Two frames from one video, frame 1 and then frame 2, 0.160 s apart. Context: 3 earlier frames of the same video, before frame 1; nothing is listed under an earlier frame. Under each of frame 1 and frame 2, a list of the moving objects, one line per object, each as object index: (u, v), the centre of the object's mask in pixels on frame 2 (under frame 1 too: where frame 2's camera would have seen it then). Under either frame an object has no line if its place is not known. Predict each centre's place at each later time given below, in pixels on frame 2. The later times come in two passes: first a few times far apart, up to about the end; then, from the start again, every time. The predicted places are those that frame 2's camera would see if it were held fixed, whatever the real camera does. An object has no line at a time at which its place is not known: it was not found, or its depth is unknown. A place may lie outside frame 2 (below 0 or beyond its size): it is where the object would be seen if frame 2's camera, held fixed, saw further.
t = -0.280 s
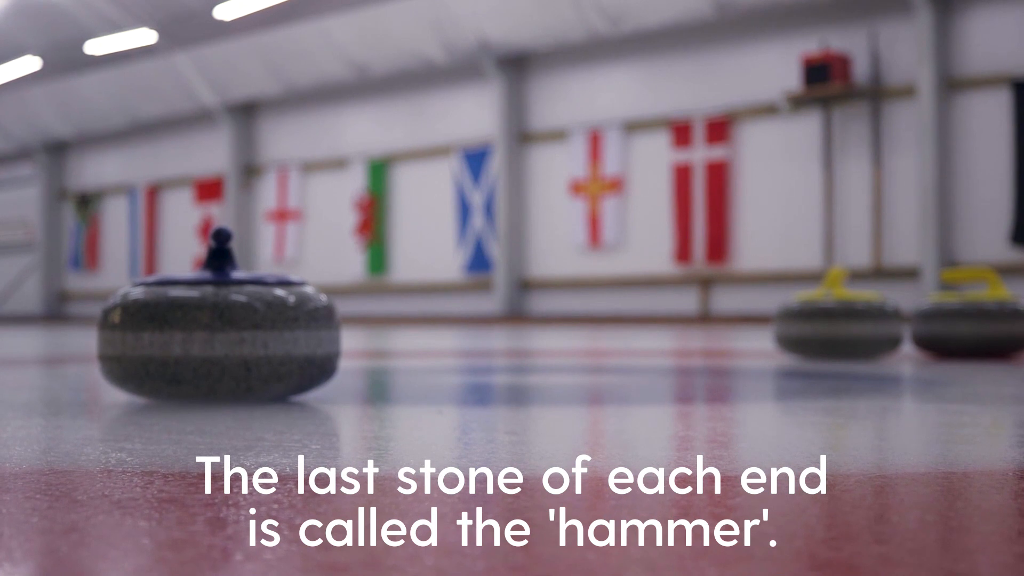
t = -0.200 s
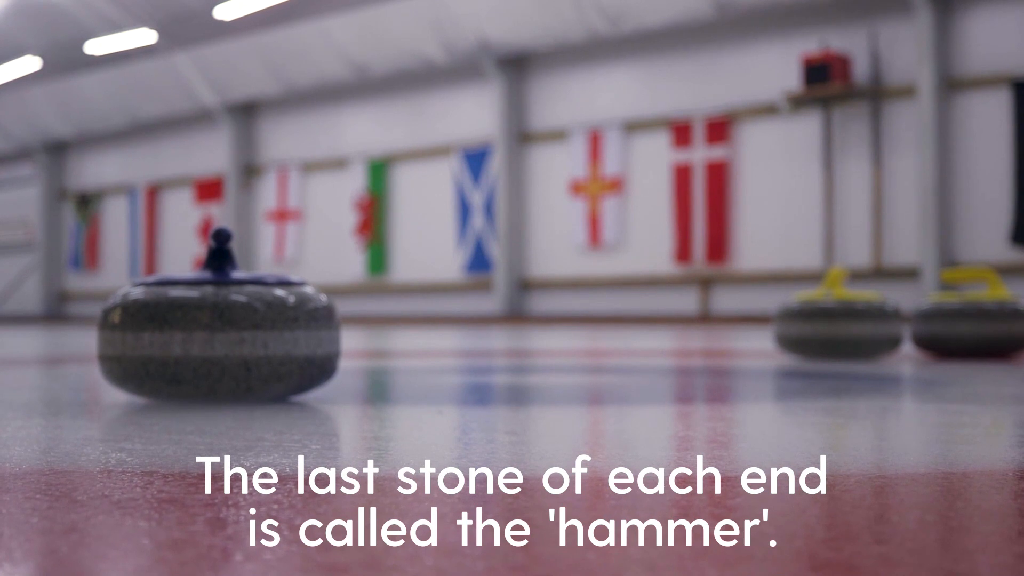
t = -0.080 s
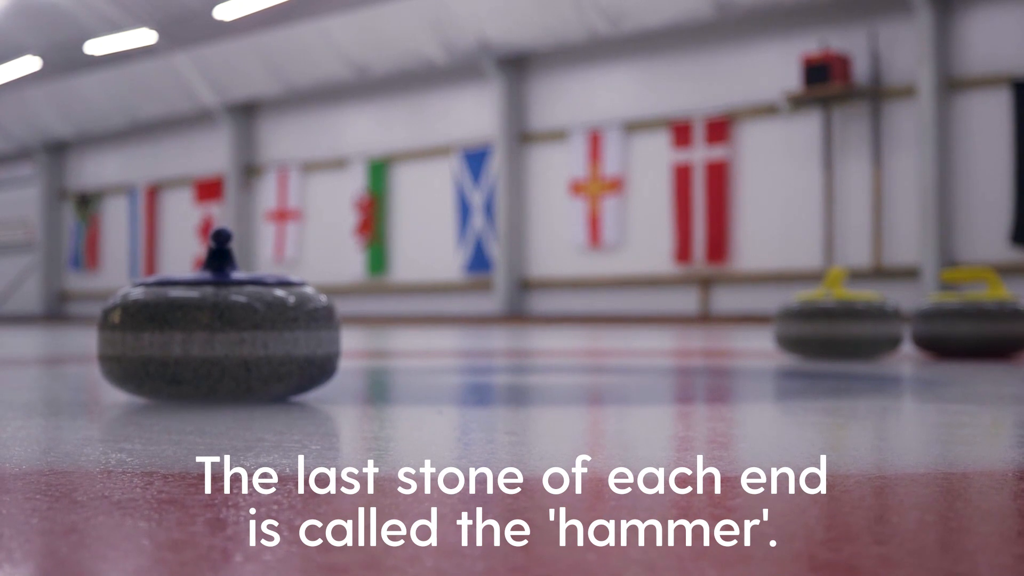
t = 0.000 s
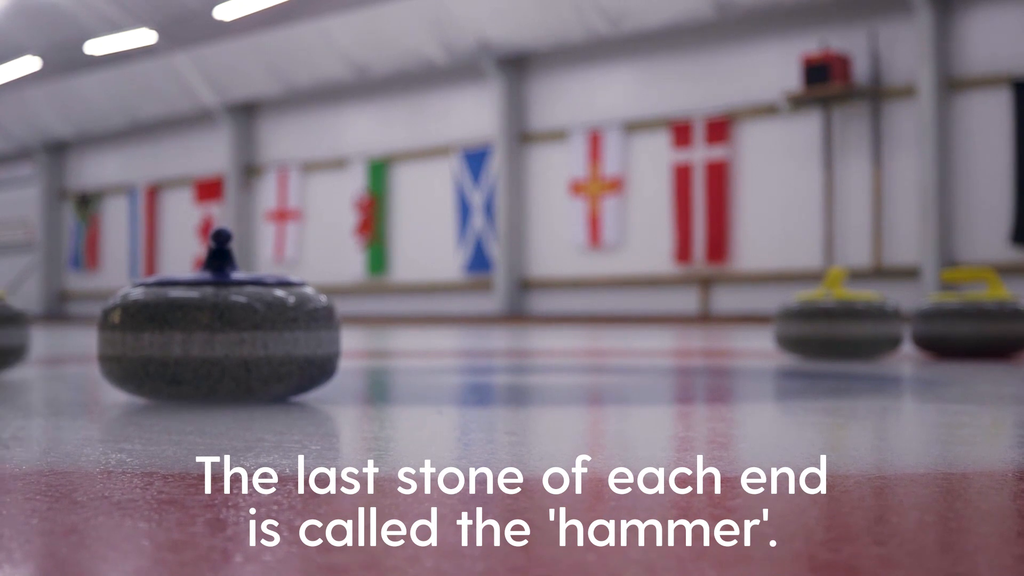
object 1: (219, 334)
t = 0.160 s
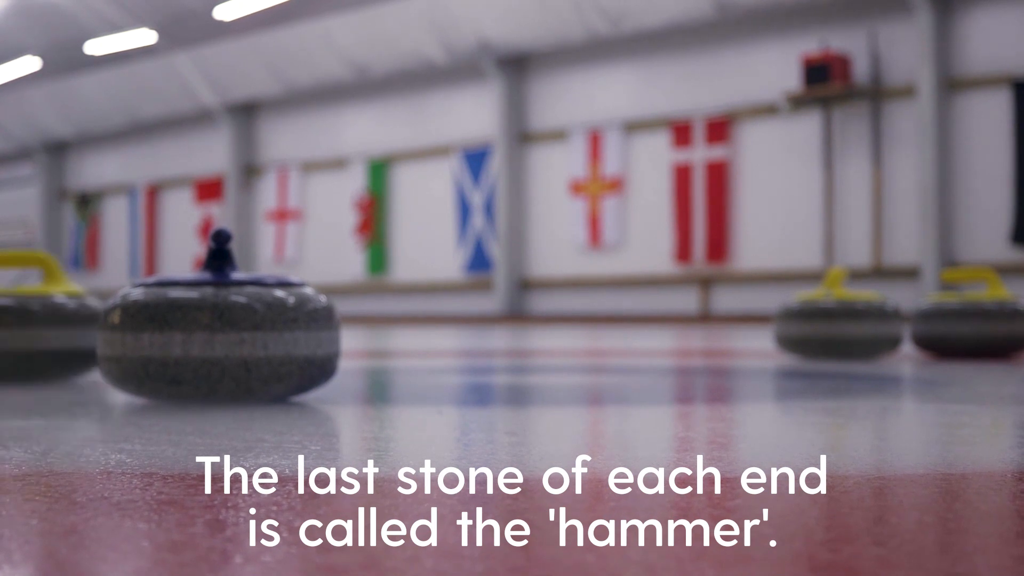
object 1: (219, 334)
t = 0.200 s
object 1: (219, 334)
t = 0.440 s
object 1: (219, 334)
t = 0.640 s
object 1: (278, 333)
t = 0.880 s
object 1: (373, 333)
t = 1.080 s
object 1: (469, 334)
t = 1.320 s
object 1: (621, 338)
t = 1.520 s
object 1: (786, 343)
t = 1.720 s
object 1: (887, 349)
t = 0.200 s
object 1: (219, 334)
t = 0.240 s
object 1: (219, 334)
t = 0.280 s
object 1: (219, 334)
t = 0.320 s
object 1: (218, 334)
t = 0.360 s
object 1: (218, 334)
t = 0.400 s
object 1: (218, 335)
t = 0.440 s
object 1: (219, 334)
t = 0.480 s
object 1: (225, 335)
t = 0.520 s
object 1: (236, 335)
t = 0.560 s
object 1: (251, 334)
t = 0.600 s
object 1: (265, 334)
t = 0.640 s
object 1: (278, 333)
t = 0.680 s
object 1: (293, 333)
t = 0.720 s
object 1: (309, 333)
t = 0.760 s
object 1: (324, 333)
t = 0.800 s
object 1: (339, 333)
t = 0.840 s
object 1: (356, 333)
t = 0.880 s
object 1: (373, 333)
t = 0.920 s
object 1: (391, 333)
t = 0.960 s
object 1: (410, 333)
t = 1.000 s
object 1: (429, 333)
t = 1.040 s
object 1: (449, 333)
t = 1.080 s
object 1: (469, 334)
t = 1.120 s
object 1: (491, 335)
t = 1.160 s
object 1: (516, 335)
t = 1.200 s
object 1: (541, 335)
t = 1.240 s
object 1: (566, 336)
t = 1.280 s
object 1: (593, 337)
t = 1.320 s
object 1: (621, 338)
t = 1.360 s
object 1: (652, 339)
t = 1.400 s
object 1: (683, 340)
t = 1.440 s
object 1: (718, 341)
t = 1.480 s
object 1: (754, 342)
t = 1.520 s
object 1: (786, 343)
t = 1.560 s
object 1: (809, 343)
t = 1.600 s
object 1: (830, 343)
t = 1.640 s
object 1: (849, 342)
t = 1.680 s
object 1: (869, 343)
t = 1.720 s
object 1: (887, 349)
